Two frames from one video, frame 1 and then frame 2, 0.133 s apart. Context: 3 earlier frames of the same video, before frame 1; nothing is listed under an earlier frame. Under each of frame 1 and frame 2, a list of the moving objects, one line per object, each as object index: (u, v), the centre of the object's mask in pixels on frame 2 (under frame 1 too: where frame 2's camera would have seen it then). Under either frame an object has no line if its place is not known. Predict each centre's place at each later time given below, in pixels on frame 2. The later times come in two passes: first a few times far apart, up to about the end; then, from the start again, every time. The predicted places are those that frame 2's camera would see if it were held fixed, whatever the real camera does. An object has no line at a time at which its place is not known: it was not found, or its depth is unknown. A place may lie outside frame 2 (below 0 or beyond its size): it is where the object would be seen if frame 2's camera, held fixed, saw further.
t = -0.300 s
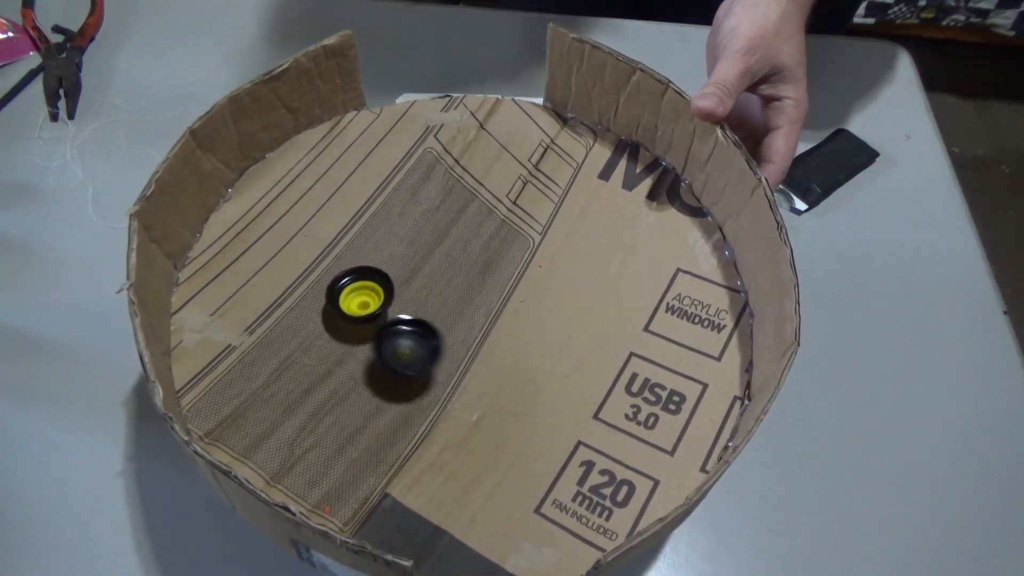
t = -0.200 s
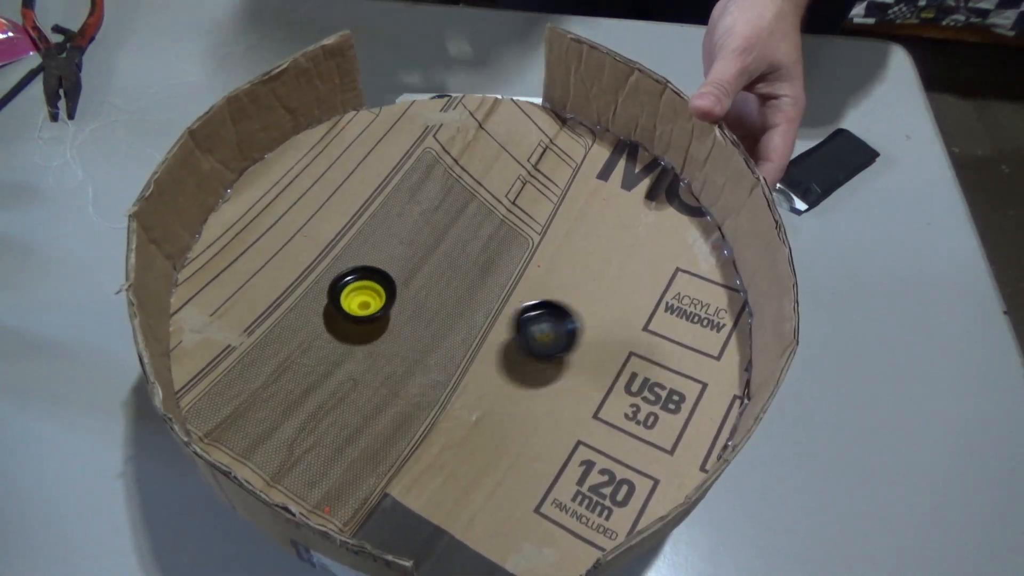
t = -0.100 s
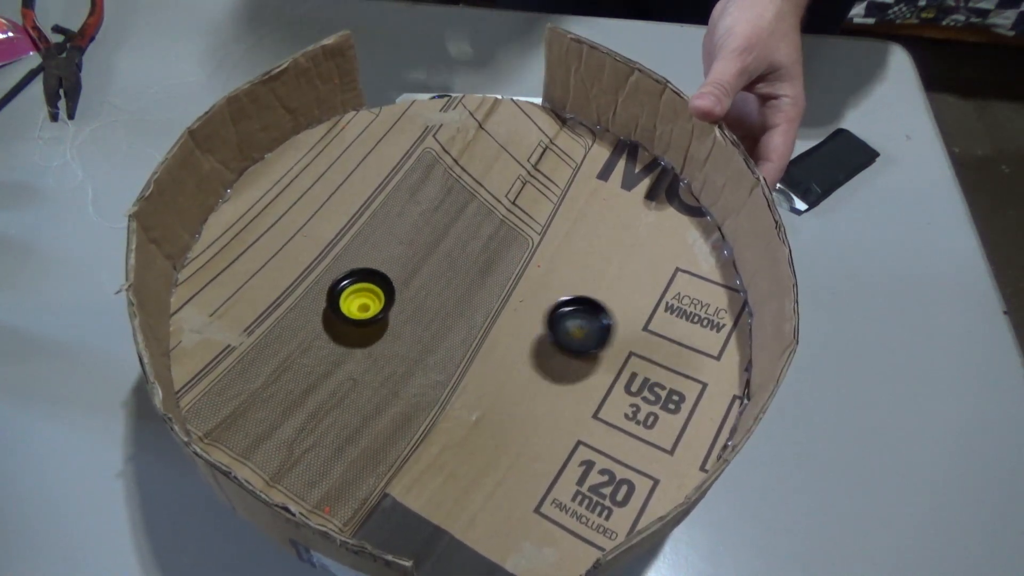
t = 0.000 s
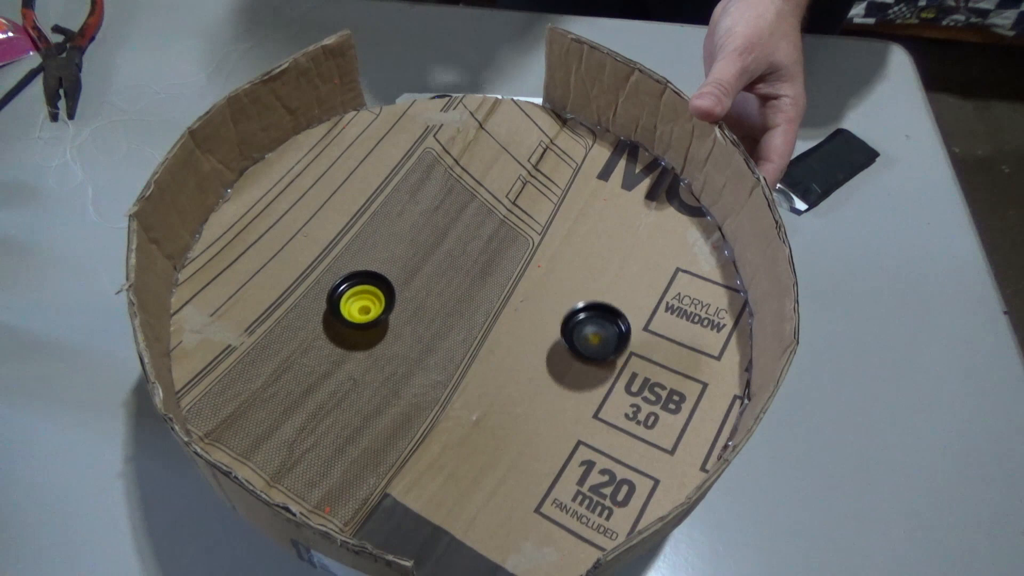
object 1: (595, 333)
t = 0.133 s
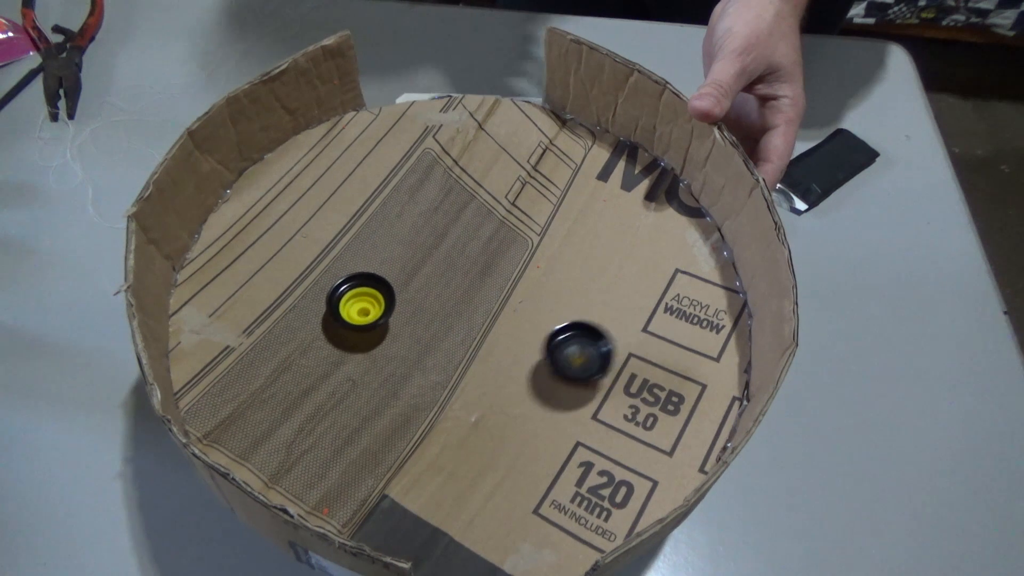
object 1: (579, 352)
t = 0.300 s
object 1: (509, 350)
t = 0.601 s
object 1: (428, 290)
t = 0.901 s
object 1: (462, 226)
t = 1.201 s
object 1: (458, 267)
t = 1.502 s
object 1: (439, 300)
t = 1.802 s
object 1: (456, 346)
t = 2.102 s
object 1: (407, 364)
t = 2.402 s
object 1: (406, 368)
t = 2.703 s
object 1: (468, 377)
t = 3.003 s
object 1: (454, 386)
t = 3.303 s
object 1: (457, 326)
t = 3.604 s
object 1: (505, 293)
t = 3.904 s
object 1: (480, 296)
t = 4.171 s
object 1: (495, 283)
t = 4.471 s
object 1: (463, 326)
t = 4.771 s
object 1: (463, 350)
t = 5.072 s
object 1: (407, 332)
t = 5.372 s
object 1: (407, 272)
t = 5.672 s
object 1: (435, 289)
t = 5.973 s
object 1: (387, 345)
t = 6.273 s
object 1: (362, 308)
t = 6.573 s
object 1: (361, 312)
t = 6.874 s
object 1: (361, 311)
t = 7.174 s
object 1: (361, 310)
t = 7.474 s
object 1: (361, 310)
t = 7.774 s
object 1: (361, 309)
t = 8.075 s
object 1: (361, 310)
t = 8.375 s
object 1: (361, 310)
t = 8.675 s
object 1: (361, 310)
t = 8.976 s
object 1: (360, 310)
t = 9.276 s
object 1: (360, 310)
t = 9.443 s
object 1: (360, 310)
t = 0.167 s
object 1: (567, 355)
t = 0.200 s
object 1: (553, 356)
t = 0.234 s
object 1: (538, 356)
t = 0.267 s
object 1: (523, 353)
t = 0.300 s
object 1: (509, 350)
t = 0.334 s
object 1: (495, 345)
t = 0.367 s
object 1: (482, 341)
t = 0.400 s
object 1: (470, 335)
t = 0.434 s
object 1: (458, 331)
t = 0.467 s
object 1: (448, 323)
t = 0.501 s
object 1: (440, 315)
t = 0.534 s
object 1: (433, 307)
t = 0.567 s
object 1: (431, 299)
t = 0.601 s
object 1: (428, 290)
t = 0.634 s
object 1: (429, 281)
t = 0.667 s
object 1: (431, 273)
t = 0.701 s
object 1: (434, 264)
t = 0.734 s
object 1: (438, 254)
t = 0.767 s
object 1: (440, 249)
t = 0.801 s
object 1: (443, 242)
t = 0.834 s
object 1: (448, 236)
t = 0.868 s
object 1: (456, 228)
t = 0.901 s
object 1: (462, 226)
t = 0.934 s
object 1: (468, 225)
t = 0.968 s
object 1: (476, 223)
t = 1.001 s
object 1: (483, 224)
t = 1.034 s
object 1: (486, 228)
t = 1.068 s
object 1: (485, 232)
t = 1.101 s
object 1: (483, 238)
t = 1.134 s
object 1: (477, 248)
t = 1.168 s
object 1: (469, 256)
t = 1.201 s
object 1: (458, 267)
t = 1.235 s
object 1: (447, 274)
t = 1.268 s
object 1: (436, 283)
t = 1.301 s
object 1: (428, 287)
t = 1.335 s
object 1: (428, 292)
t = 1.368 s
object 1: (428, 291)
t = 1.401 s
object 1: (432, 290)
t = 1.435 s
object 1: (435, 292)
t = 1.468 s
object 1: (438, 297)
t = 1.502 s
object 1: (439, 300)
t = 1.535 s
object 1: (440, 307)
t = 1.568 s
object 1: (442, 311)
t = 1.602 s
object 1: (445, 320)
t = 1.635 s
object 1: (446, 325)
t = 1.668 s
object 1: (449, 330)
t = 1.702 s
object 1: (452, 334)
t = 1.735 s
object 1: (455, 339)
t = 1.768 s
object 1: (457, 342)
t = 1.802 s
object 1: (456, 346)
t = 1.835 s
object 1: (454, 353)
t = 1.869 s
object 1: (450, 359)
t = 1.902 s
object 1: (447, 363)
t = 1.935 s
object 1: (441, 368)
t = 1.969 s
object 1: (433, 370)
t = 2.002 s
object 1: (426, 369)
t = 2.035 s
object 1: (417, 370)
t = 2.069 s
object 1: (410, 368)
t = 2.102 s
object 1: (407, 364)
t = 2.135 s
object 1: (402, 362)
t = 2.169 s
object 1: (397, 358)
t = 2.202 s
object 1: (391, 356)
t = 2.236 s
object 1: (387, 354)
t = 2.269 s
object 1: (387, 354)
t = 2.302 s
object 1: (392, 359)
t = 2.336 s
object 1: (396, 362)
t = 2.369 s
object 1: (400, 367)
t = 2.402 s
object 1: (406, 368)
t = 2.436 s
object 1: (412, 369)
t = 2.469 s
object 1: (417, 370)
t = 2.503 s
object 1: (422, 366)
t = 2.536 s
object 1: (429, 366)
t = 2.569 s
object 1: (440, 369)
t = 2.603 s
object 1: (451, 373)
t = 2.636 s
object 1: (460, 375)
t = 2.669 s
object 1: (465, 377)
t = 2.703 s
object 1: (468, 377)
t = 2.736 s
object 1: (470, 379)
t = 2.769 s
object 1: (473, 380)
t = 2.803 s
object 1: (476, 384)
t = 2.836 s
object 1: (480, 388)
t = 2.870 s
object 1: (481, 392)
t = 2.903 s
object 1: (476, 396)
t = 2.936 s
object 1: (467, 396)
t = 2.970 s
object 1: (460, 392)
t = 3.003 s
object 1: (454, 386)
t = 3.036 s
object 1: (448, 379)
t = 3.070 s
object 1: (444, 372)
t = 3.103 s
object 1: (443, 367)
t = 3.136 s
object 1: (441, 360)
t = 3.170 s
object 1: (440, 353)
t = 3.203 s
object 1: (440, 347)
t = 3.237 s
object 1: (444, 341)
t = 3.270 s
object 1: (450, 332)
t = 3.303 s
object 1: (457, 326)
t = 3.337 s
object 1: (465, 319)
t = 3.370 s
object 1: (474, 314)
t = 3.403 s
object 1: (484, 305)
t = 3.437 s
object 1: (491, 298)
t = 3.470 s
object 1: (496, 297)
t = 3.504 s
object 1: (498, 297)
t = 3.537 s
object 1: (501, 296)
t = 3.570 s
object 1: (503, 294)
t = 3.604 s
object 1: (505, 293)
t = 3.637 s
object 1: (507, 291)
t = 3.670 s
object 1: (508, 289)
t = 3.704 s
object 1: (508, 288)
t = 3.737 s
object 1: (507, 287)
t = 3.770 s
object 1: (503, 287)
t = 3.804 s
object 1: (498, 288)
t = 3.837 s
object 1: (490, 291)
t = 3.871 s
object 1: (482, 295)
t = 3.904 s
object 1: (480, 296)
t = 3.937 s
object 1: (481, 295)
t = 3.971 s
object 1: (486, 291)
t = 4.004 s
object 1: (490, 289)
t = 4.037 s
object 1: (497, 284)
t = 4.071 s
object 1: (502, 278)
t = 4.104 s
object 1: (503, 276)
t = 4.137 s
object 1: (500, 278)
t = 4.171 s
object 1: (495, 283)
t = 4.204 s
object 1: (492, 287)
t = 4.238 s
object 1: (491, 291)
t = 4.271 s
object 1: (487, 295)
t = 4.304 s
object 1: (481, 302)
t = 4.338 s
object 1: (477, 306)
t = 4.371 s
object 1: (476, 311)
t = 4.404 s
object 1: (474, 315)
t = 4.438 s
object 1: (469, 319)
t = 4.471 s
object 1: (463, 326)
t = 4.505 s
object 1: (463, 327)
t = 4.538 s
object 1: (467, 328)
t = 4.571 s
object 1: (468, 331)
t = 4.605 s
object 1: (469, 334)
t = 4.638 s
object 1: (470, 337)
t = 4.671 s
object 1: (469, 341)
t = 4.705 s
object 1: (467, 345)
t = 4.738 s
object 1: (465, 347)
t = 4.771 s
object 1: (463, 350)
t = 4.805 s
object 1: (461, 353)
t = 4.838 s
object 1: (456, 357)
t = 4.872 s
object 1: (450, 358)
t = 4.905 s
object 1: (444, 360)
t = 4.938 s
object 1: (439, 361)
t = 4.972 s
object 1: (432, 357)
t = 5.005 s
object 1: (423, 348)
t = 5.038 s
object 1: (415, 341)
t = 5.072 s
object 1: (407, 332)
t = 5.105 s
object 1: (401, 321)
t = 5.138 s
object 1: (398, 313)
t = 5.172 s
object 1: (396, 303)
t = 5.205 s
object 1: (395, 295)
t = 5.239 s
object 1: (396, 289)
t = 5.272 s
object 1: (397, 283)
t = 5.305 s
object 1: (399, 278)
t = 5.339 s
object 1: (403, 275)
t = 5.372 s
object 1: (407, 272)
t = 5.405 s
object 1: (412, 271)
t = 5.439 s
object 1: (416, 271)
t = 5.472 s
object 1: (420, 270)
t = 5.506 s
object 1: (425, 272)
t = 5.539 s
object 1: (429, 273)
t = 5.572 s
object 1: (431, 277)
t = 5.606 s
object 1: (433, 280)
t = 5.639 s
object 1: (435, 284)
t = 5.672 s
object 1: (435, 289)
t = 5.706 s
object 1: (434, 295)
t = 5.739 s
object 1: (433, 302)
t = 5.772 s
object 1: (430, 309)
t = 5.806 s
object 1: (426, 318)
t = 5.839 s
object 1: (419, 327)
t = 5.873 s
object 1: (412, 334)
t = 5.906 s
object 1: (404, 340)
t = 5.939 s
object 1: (395, 344)
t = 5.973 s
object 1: (387, 345)
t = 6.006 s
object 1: (378, 341)
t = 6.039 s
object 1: (369, 340)
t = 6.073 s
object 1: (367, 335)
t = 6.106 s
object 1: (367, 330)
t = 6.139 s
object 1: (365, 325)
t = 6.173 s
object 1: (363, 320)
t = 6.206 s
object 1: (363, 316)
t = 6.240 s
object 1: (362, 311)
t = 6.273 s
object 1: (362, 308)
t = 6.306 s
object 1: (363, 305)
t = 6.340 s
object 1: (363, 306)
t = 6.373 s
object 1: (362, 310)
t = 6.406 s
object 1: (360, 313)
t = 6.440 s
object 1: (360, 314)
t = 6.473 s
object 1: (363, 312)
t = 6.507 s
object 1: (364, 309)
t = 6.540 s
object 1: (363, 310)
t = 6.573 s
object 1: (361, 312)
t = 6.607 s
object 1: (359, 314)
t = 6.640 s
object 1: (361, 312)
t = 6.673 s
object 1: (363, 310)
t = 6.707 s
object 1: (362, 310)
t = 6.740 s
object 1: (361, 312)
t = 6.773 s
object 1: (360, 313)
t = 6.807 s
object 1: (360, 313)
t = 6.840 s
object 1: (361, 311)
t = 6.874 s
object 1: (361, 311)
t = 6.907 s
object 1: (361, 311)
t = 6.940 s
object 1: (361, 311)
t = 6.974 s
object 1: (361, 310)
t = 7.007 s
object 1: (361, 309)
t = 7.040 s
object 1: (362, 309)
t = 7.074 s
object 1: (361, 311)
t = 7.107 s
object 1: (360, 311)
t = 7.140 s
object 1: (361, 311)
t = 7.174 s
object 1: (361, 310)
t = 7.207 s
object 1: (361, 310)
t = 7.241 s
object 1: (361, 310)
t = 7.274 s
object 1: (361, 309)
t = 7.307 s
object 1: (361, 309)
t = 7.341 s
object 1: (360, 311)
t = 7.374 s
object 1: (360, 311)
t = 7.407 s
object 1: (361, 310)
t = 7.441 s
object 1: (361, 309)
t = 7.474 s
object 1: (361, 310)
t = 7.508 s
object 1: (360, 310)
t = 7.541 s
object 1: (360, 310)
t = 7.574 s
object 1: (361, 310)
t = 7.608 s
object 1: (361, 309)
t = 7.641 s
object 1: (361, 309)
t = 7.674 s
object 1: (360, 310)
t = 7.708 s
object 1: (360, 309)
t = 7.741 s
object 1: (361, 309)
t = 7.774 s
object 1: (361, 309)
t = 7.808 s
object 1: (361, 310)
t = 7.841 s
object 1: (360, 310)
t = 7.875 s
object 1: (360, 310)
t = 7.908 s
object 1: (361, 310)
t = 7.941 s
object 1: (361, 310)
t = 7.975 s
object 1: (361, 310)
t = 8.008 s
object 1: (361, 310)
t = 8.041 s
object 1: (361, 310)
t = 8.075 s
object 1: (361, 310)
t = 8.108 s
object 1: (361, 310)
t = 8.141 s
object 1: (361, 310)
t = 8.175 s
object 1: (361, 310)
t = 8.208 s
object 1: (361, 310)
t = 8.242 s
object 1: (361, 310)
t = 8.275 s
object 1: (361, 310)
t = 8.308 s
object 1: (361, 310)
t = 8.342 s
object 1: (361, 310)
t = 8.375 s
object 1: (361, 310)
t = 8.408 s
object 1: (361, 310)
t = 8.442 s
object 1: (361, 310)
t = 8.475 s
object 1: (361, 310)
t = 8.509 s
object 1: (361, 310)
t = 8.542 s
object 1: (361, 310)
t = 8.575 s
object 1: (361, 310)
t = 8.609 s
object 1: (361, 310)
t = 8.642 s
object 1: (361, 310)
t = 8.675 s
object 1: (361, 310)
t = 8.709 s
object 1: (361, 310)
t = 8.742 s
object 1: (361, 310)
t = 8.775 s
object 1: (361, 310)
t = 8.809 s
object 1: (361, 310)
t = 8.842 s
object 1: (361, 310)
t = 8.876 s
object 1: (361, 310)
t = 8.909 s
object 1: (360, 310)
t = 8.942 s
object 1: (360, 310)
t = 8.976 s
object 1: (360, 310)
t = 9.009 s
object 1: (360, 310)
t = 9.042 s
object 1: (360, 310)
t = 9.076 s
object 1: (360, 310)
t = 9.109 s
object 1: (360, 310)
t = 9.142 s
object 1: (360, 310)
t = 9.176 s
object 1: (360, 310)
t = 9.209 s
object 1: (360, 310)
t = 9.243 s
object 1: (360, 310)
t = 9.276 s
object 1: (360, 310)
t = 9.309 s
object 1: (360, 310)
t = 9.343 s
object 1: (360, 310)
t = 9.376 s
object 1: (360, 310)
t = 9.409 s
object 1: (360, 310)
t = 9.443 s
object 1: (360, 310)
